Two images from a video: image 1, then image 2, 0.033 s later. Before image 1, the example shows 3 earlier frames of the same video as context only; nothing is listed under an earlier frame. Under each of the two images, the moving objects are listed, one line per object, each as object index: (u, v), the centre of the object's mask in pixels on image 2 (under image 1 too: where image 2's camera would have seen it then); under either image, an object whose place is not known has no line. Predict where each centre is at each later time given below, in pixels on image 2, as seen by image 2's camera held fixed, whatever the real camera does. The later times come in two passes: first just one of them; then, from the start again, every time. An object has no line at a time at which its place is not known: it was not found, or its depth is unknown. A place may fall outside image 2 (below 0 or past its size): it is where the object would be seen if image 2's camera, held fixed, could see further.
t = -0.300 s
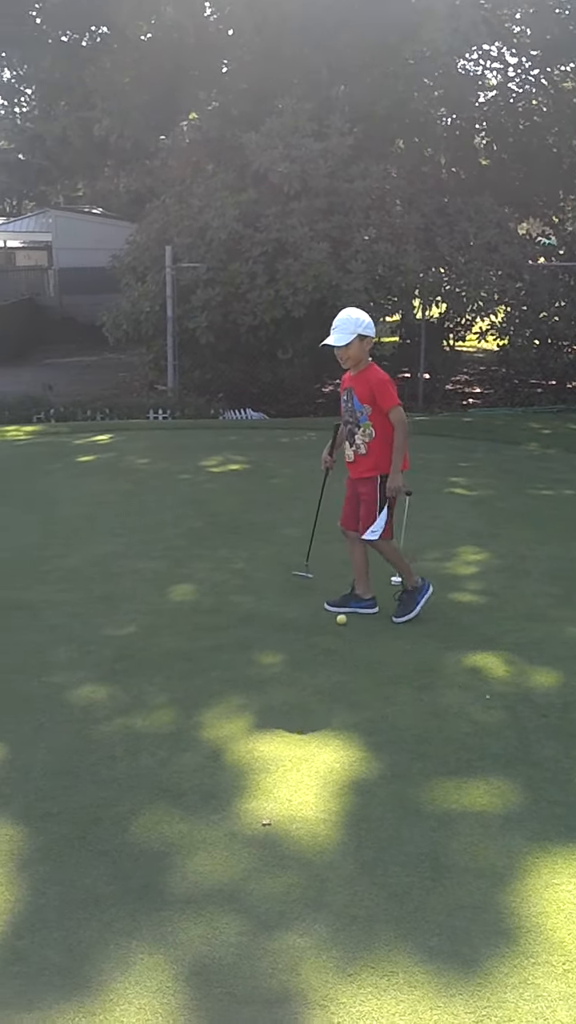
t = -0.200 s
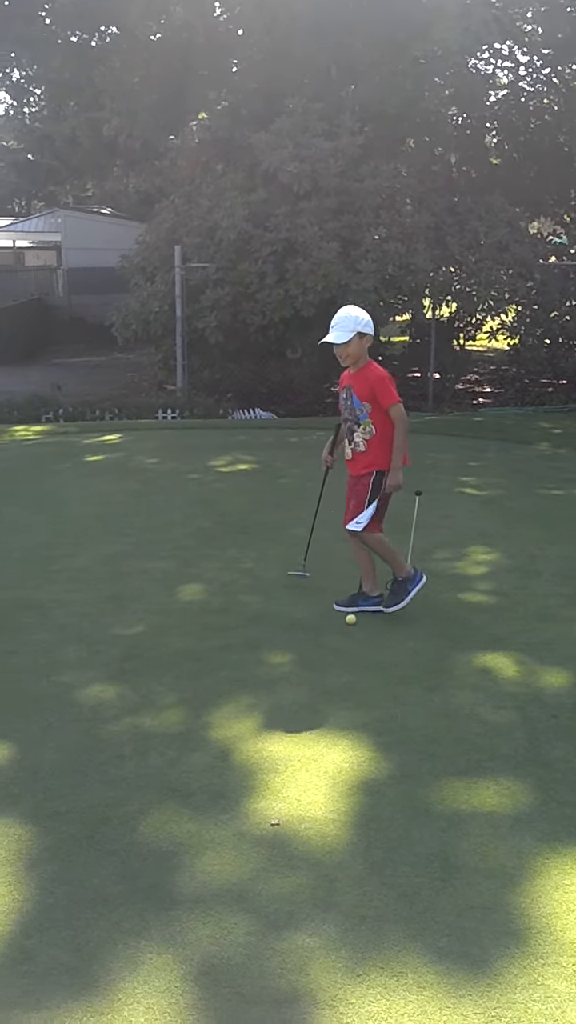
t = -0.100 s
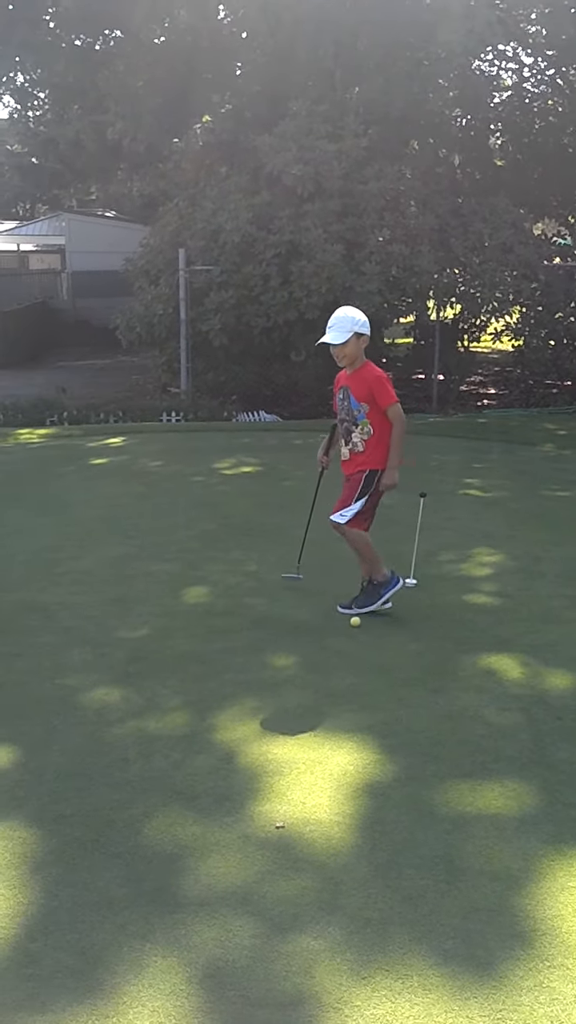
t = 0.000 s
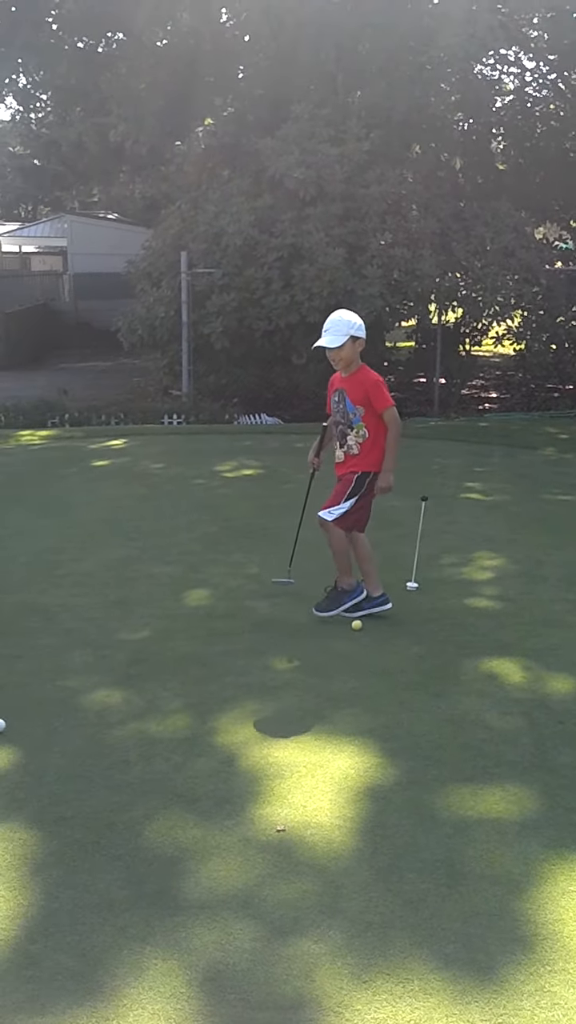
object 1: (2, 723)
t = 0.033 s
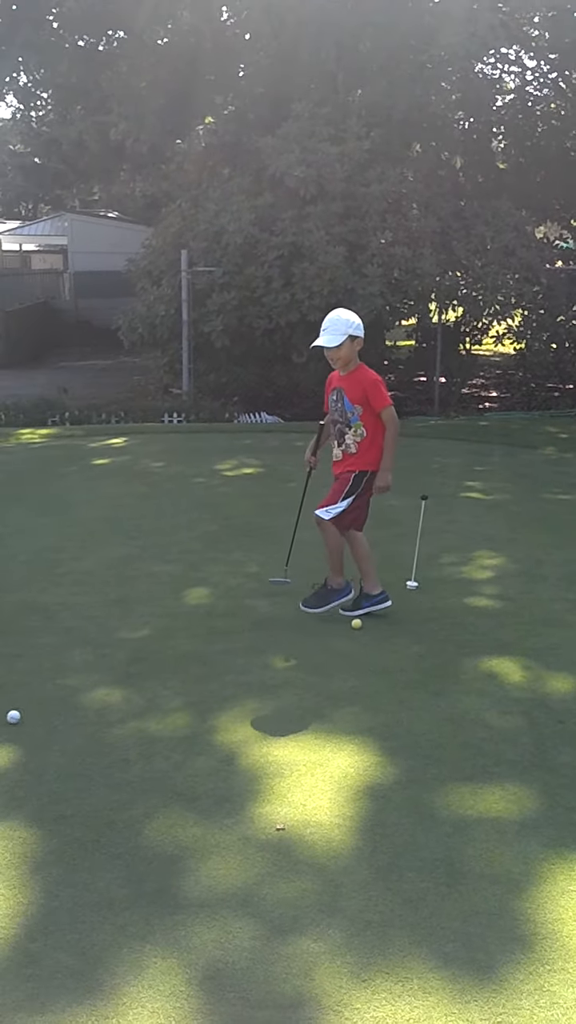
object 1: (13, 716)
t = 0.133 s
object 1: (52, 693)
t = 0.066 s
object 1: (27, 709)
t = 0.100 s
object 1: (40, 702)
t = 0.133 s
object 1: (52, 693)
